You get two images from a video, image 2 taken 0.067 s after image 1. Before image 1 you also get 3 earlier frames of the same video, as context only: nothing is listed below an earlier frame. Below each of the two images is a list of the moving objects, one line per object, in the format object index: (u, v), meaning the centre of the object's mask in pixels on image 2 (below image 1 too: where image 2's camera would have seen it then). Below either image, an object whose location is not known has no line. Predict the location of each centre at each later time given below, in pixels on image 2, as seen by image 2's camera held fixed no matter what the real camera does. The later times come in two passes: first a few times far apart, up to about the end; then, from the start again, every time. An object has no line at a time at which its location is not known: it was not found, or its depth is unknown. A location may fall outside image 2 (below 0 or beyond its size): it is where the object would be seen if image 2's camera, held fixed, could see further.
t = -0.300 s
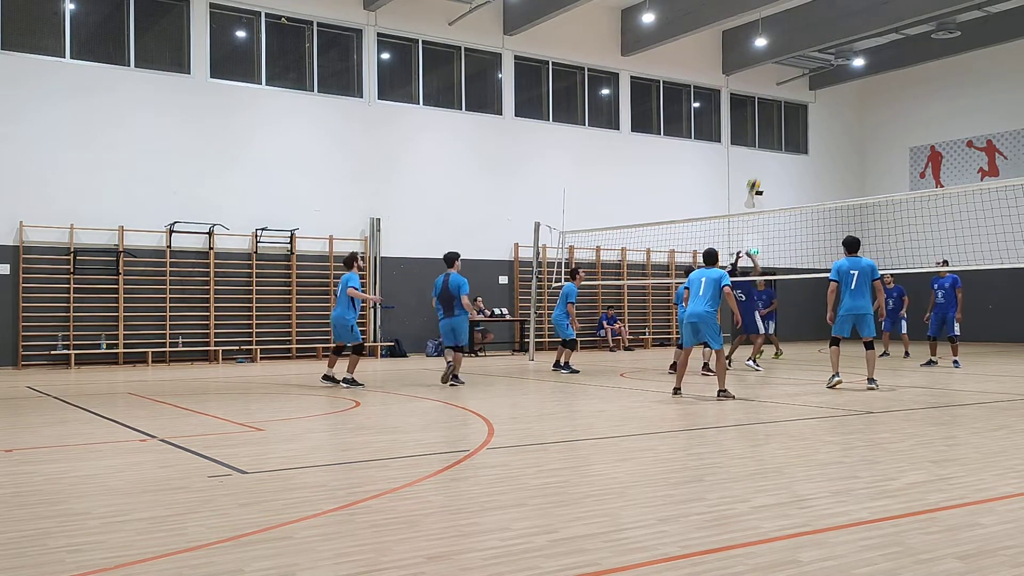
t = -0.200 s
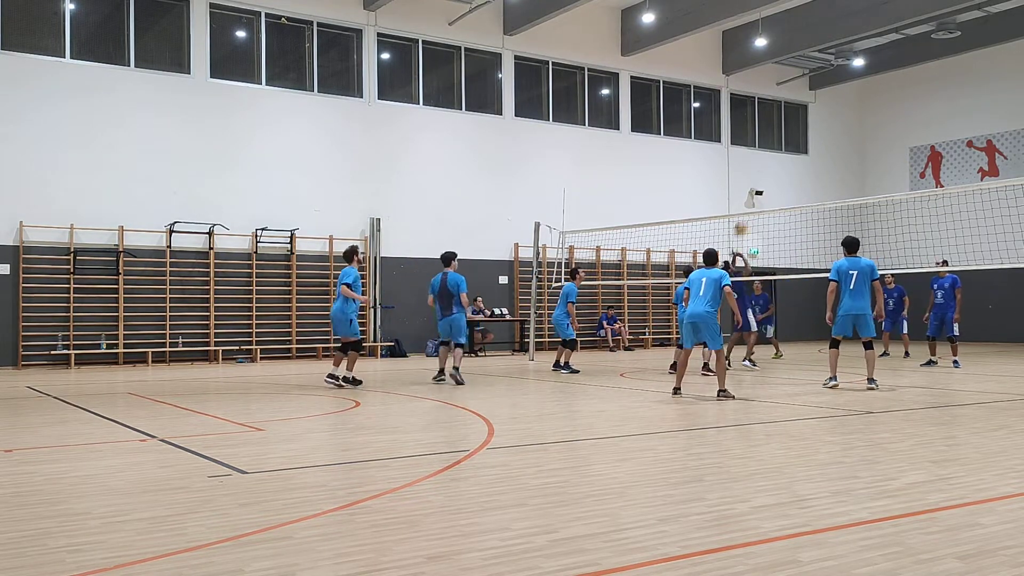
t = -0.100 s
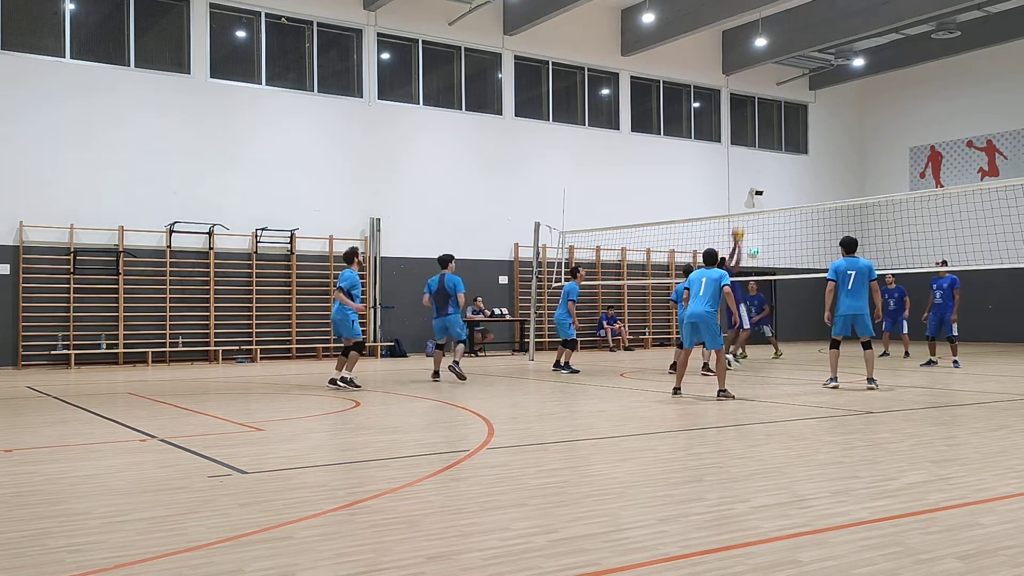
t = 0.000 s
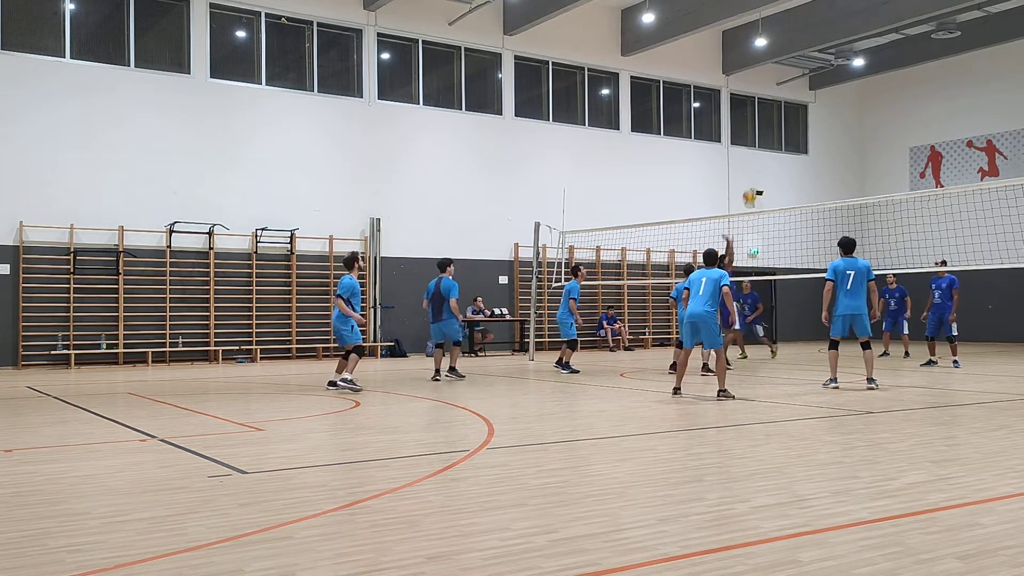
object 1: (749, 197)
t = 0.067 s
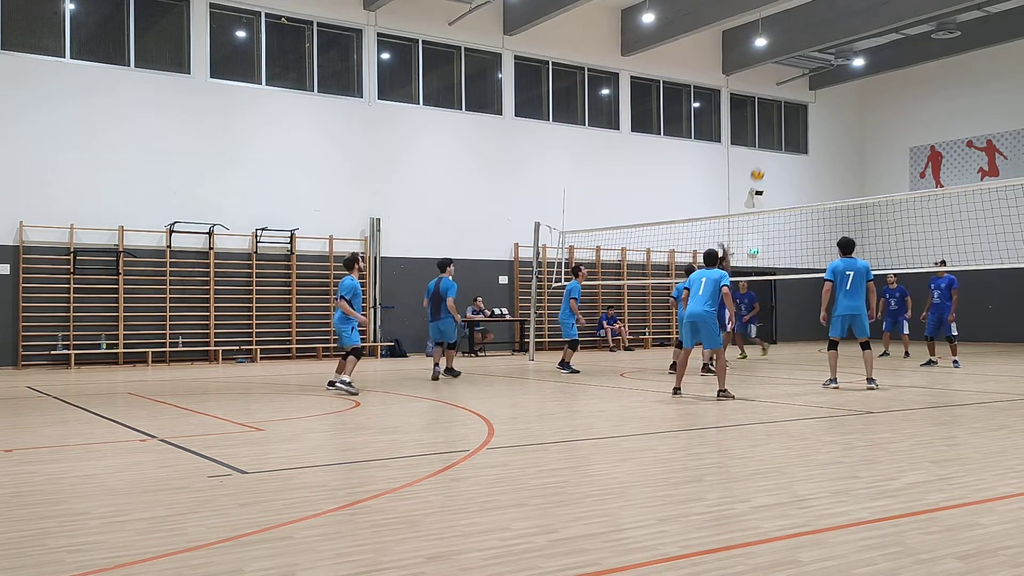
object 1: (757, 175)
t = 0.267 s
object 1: (782, 122)
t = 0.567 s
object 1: (821, 88)
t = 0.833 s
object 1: (858, 108)
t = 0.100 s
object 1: (761, 164)
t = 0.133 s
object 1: (765, 154)
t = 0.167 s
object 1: (769, 144)
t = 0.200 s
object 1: (773, 137)
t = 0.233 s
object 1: (777, 129)
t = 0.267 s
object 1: (782, 122)
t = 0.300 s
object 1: (786, 116)
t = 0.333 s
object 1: (791, 110)
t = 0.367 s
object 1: (794, 105)
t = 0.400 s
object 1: (799, 100)
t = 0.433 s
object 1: (803, 96)
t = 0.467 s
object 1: (808, 93)
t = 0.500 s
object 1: (812, 91)
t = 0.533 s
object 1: (817, 89)
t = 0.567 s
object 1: (821, 88)
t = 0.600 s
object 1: (825, 88)
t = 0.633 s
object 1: (829, 89)
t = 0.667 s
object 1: (834, 90)
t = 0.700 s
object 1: (839, 92)
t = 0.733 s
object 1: (844, 94)
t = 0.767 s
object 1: (848, 98)
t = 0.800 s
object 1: (853, 103)
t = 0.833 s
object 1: (858, 108)
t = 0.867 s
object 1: (863, 114)
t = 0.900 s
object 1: (867, 121)
